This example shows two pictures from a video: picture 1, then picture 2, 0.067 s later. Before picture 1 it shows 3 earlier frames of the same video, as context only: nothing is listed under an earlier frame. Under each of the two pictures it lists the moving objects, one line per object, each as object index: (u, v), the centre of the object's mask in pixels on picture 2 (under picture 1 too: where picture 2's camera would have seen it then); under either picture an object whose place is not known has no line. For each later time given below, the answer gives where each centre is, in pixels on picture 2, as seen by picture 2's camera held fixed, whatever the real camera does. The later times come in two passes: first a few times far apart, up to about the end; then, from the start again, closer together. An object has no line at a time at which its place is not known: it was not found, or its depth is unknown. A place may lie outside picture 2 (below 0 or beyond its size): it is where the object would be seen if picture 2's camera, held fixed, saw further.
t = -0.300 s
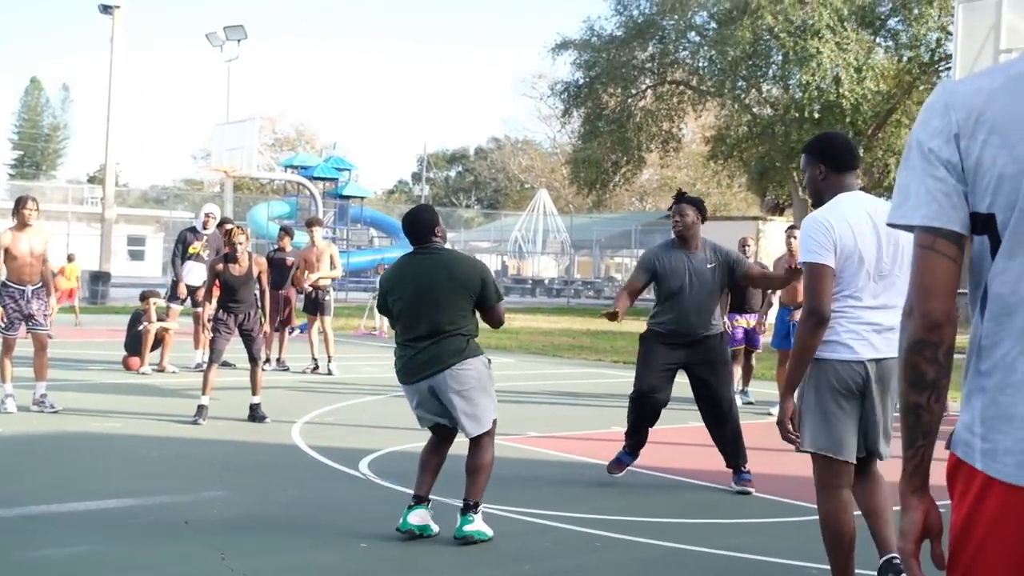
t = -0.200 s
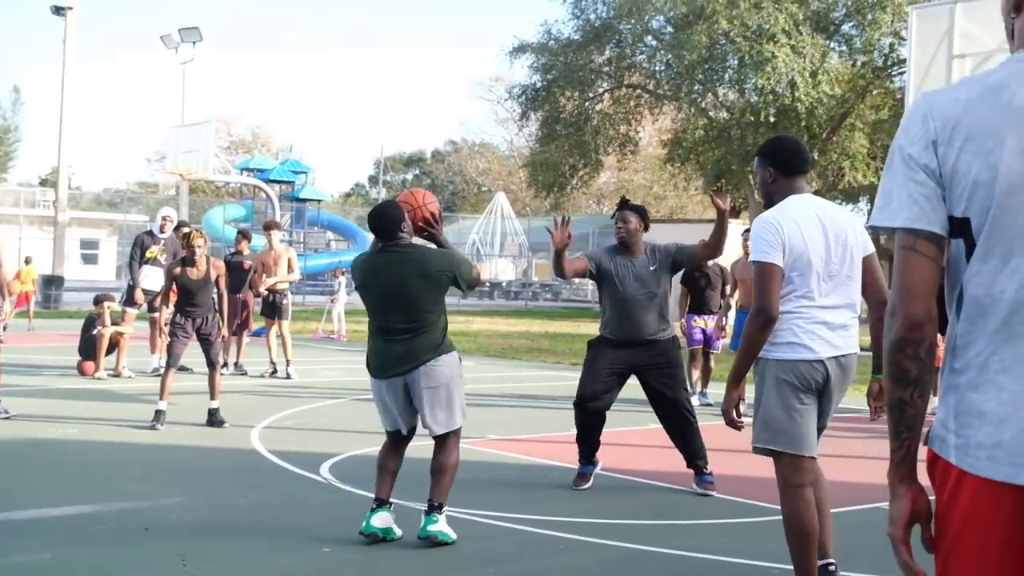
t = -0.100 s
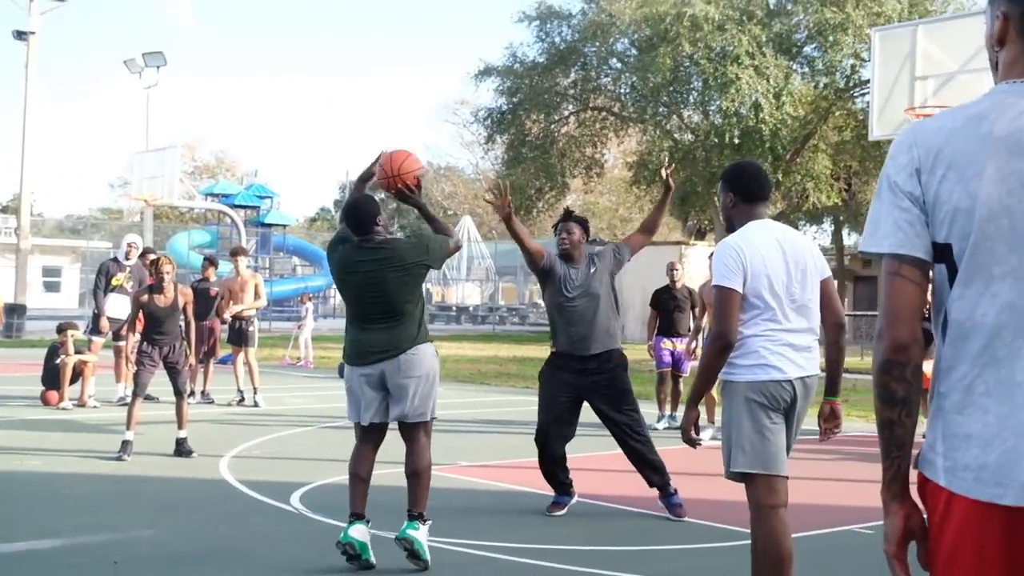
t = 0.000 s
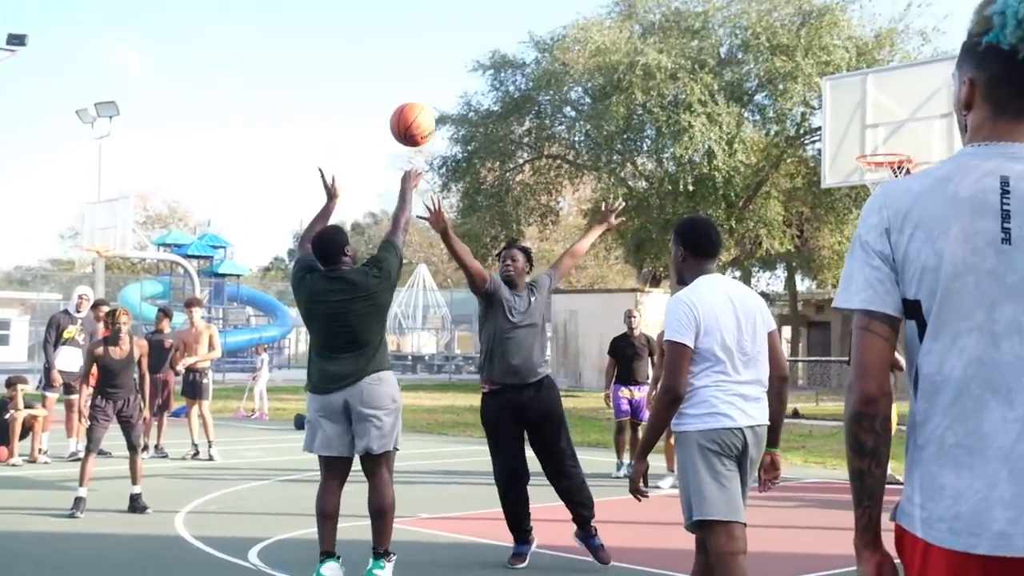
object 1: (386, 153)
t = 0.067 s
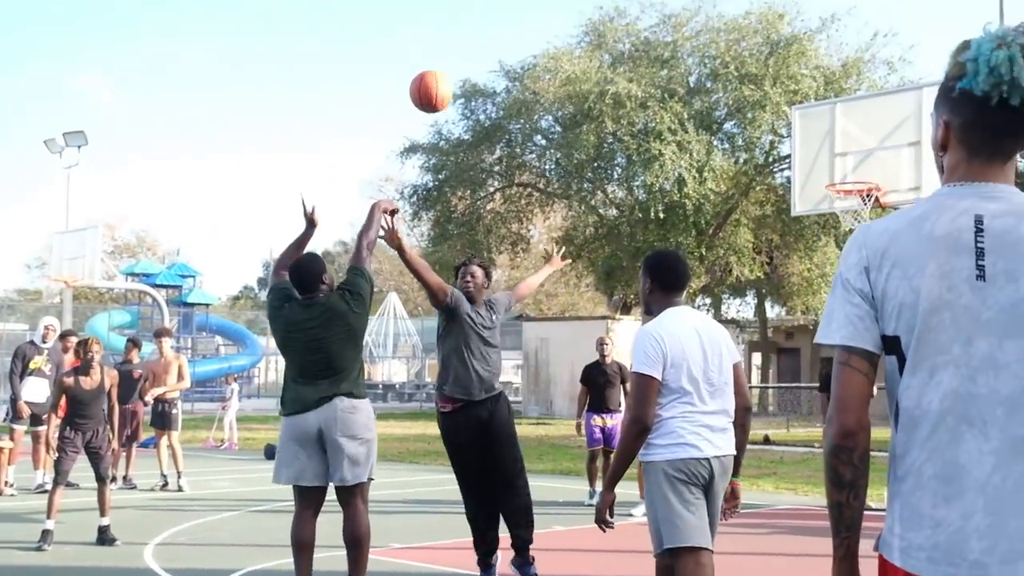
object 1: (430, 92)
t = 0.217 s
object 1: (518, -4)
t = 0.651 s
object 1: (699, -42)
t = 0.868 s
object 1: (765, 26)
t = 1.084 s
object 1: (816, 135)
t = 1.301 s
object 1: (864, 141)
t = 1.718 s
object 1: (862, 108)
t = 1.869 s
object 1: (861, 146)
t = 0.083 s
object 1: (441, 79)
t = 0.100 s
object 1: (452, 65)
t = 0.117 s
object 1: (462, 53)
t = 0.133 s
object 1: (472, 41)
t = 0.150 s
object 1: (482, 32)
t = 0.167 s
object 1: (491, 22)
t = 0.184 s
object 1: (500, 12)
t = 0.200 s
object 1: (508, 4)
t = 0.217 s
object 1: (518, -4)
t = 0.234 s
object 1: (527, -11)
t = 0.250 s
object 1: (535, -17)
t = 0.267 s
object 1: (544, -24)
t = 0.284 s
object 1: (552, -29)
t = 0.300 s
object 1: (559, -34)
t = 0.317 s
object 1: (568, -39)
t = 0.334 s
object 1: (575, -44)
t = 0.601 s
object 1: (681, -51)
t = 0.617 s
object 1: (687, -48)
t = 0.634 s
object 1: (693, -45)
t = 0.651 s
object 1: (699, -42)
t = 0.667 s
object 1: (704, -38)
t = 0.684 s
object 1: (710, -35)
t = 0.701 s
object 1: (714, -31)
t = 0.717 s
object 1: (720, -26)
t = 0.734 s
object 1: (725, -21)
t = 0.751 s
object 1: (730, -17)
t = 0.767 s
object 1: (735, -11)
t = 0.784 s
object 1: (740, -5)
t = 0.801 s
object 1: (744, 0)
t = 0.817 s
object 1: (749, 6)
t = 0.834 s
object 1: (755, 13)
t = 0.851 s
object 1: (760, 19)
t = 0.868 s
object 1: (765, 26)
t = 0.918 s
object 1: (778, 48)
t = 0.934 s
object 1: (782, 55)
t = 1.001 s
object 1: (799, 88)
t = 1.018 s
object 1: (802, 97)
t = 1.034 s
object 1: (805, 106)
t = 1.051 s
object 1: (809, 115)
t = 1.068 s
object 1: (812, 125)
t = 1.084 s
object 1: (816, 135)
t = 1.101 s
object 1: (821, 144)
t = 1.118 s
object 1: (825, 154)
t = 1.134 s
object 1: (828, 164)
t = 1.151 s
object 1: (833, 174)
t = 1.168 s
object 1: (835, 179)
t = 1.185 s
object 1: (839, 174)
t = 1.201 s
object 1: (843, 168)
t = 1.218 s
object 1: (846, 163)
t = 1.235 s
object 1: (850, 158)
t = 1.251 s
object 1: (854, 153)
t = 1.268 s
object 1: (857, 149)
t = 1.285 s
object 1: (861, 145)
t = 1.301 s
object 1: (864, 141)
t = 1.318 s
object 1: (864, 137)
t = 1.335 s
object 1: (864, 132)
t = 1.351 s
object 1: (864, 128)
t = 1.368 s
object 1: (864, 124)
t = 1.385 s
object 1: (864, 120)
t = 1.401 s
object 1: (864, 116)
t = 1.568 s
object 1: (862, 99)
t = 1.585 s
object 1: (862, 99)
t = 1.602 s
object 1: (862, 99)
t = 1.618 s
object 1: (862, 100)
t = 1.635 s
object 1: (862, 100)
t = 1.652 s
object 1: (862, 102)
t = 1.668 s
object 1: (862, 103)
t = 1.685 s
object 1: (862, 104)
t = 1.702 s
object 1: (862, 106)
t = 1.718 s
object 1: (862, 108)
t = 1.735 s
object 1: (861, 112)
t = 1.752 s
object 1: (861, 115)
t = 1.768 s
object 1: (861, 119)
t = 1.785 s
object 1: (861, 122)
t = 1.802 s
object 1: (861, 126)
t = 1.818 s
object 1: (862, 130)
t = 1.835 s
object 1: (861, 135)
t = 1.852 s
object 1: (861, 140)
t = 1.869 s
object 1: (861, 146)
